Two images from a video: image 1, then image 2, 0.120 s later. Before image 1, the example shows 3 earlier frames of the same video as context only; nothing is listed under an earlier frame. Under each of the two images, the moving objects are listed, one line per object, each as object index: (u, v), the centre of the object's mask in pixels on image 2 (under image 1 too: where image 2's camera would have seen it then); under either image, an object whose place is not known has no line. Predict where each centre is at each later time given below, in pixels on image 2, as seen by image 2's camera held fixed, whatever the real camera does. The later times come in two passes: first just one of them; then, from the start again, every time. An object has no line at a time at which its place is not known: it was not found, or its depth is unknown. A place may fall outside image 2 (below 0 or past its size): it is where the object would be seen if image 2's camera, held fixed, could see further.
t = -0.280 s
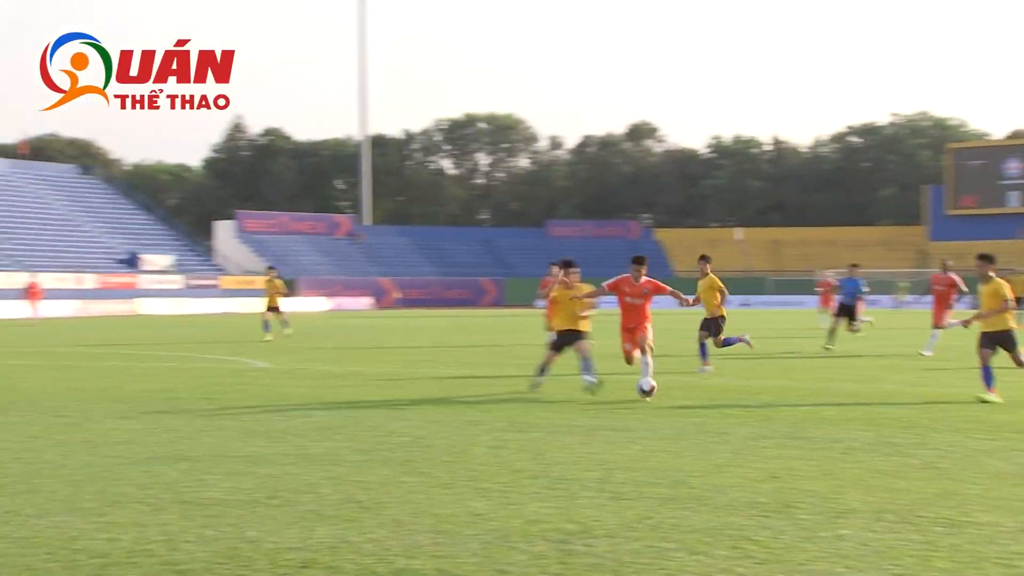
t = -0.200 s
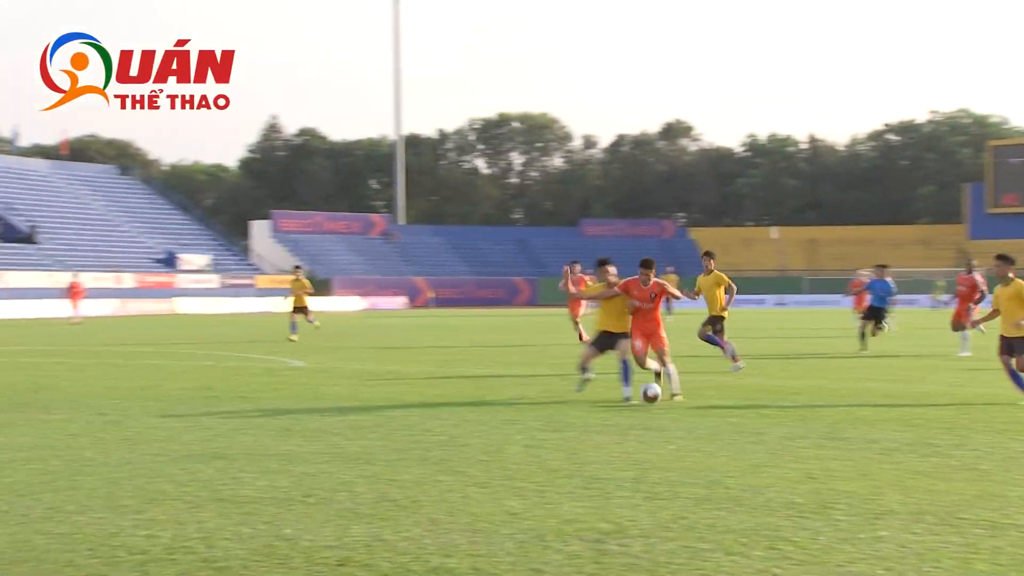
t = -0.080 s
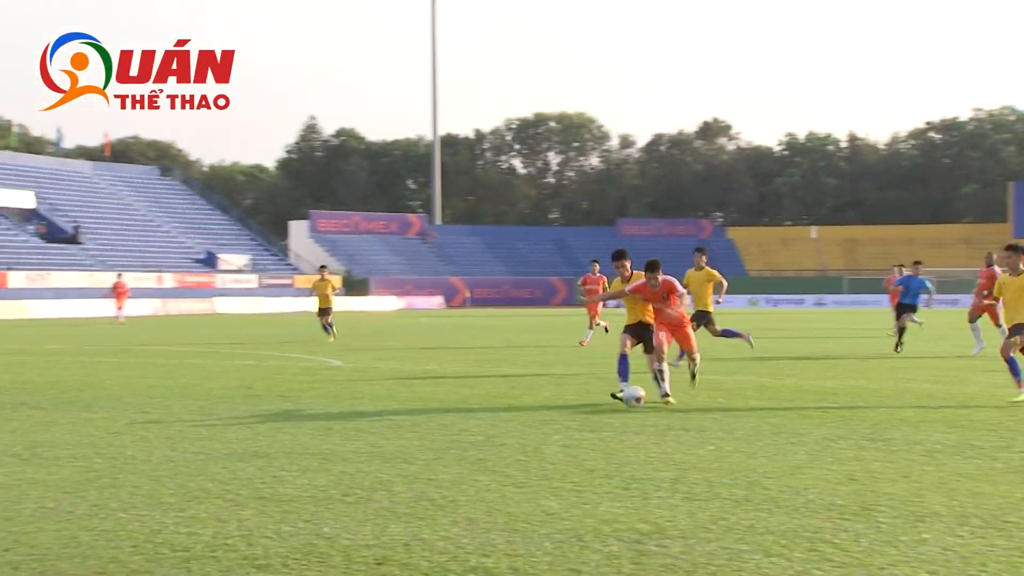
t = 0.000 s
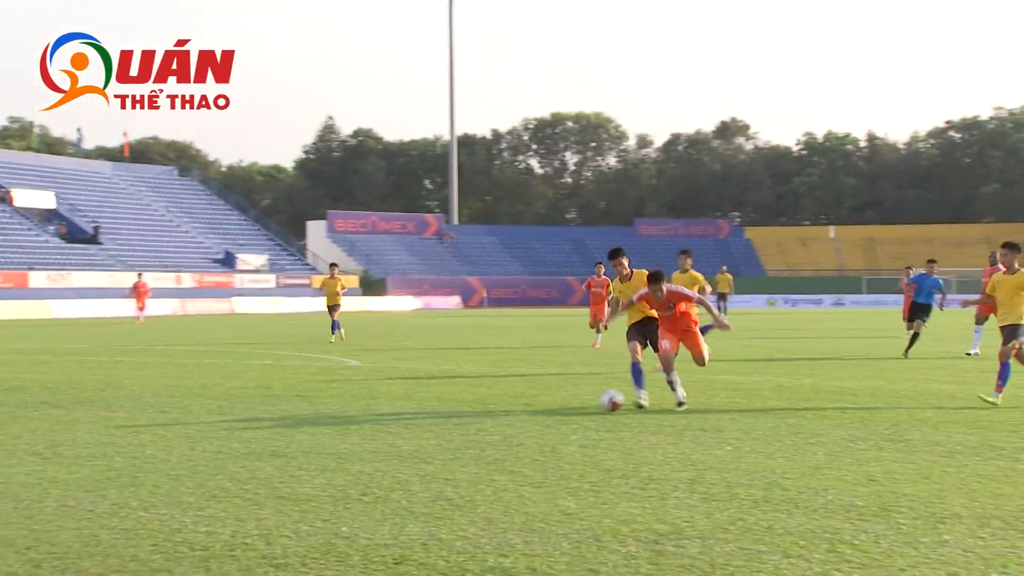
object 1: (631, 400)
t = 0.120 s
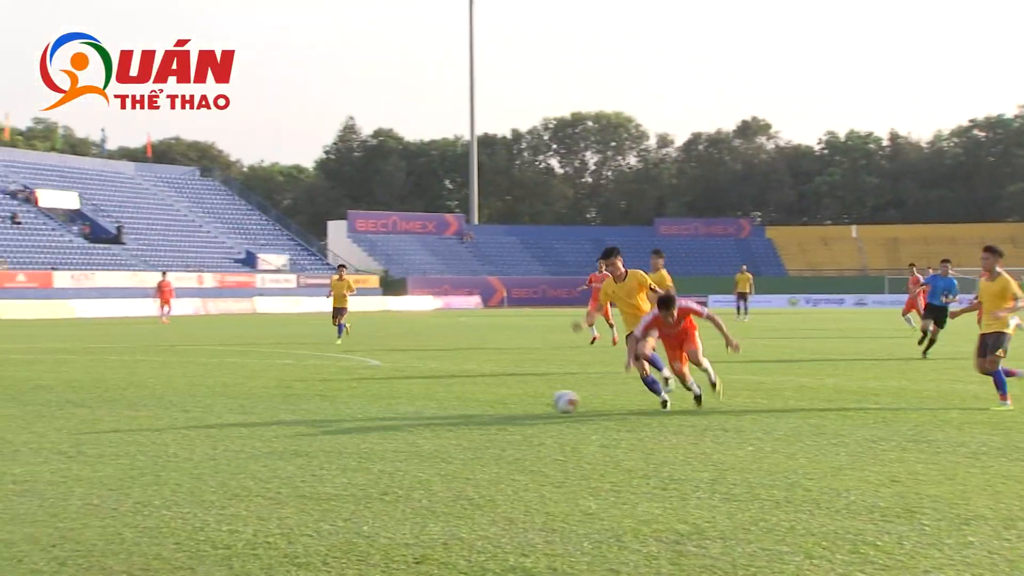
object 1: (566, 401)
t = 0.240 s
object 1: (496, 409)
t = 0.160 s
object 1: (543, 402)
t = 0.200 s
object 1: (520, 404)
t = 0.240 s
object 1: (496, 409)
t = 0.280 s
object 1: (472, 411)
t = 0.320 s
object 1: (449, 408)
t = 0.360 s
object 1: (425, 408)
